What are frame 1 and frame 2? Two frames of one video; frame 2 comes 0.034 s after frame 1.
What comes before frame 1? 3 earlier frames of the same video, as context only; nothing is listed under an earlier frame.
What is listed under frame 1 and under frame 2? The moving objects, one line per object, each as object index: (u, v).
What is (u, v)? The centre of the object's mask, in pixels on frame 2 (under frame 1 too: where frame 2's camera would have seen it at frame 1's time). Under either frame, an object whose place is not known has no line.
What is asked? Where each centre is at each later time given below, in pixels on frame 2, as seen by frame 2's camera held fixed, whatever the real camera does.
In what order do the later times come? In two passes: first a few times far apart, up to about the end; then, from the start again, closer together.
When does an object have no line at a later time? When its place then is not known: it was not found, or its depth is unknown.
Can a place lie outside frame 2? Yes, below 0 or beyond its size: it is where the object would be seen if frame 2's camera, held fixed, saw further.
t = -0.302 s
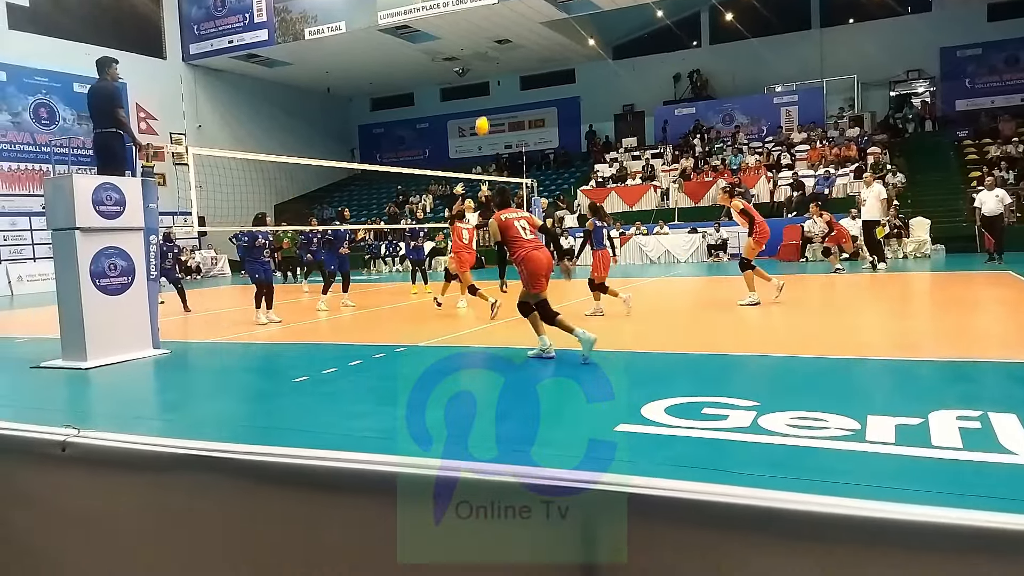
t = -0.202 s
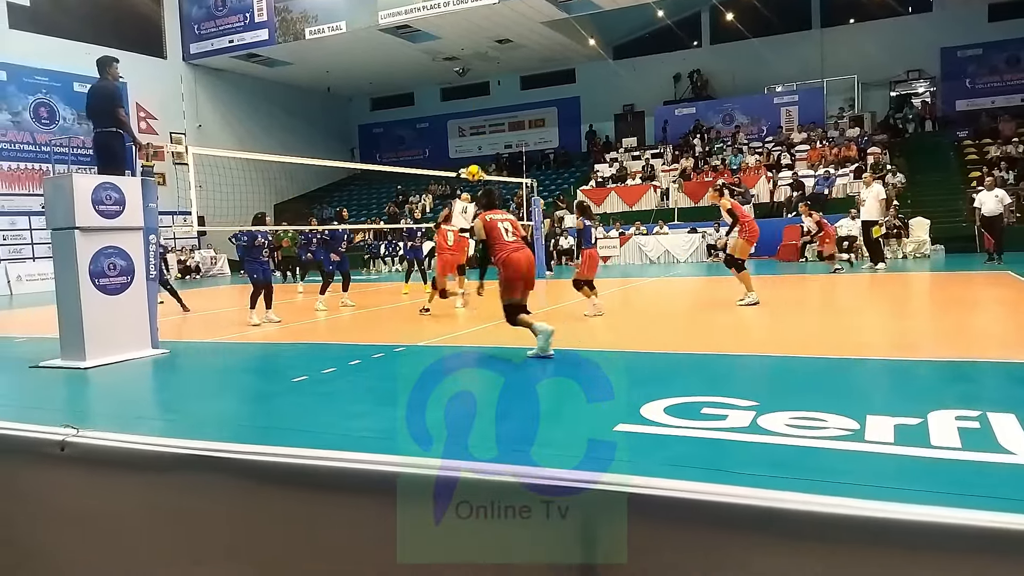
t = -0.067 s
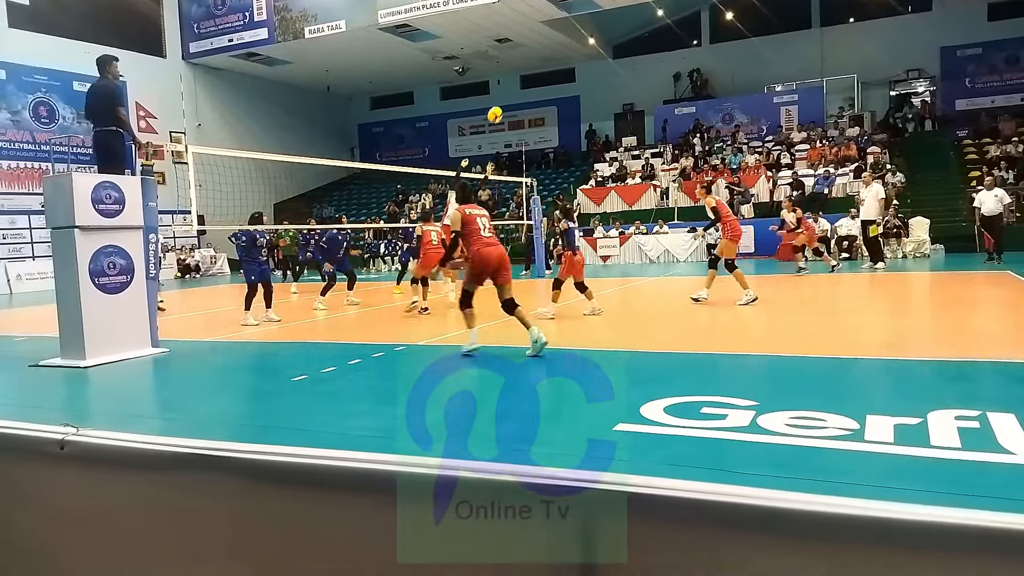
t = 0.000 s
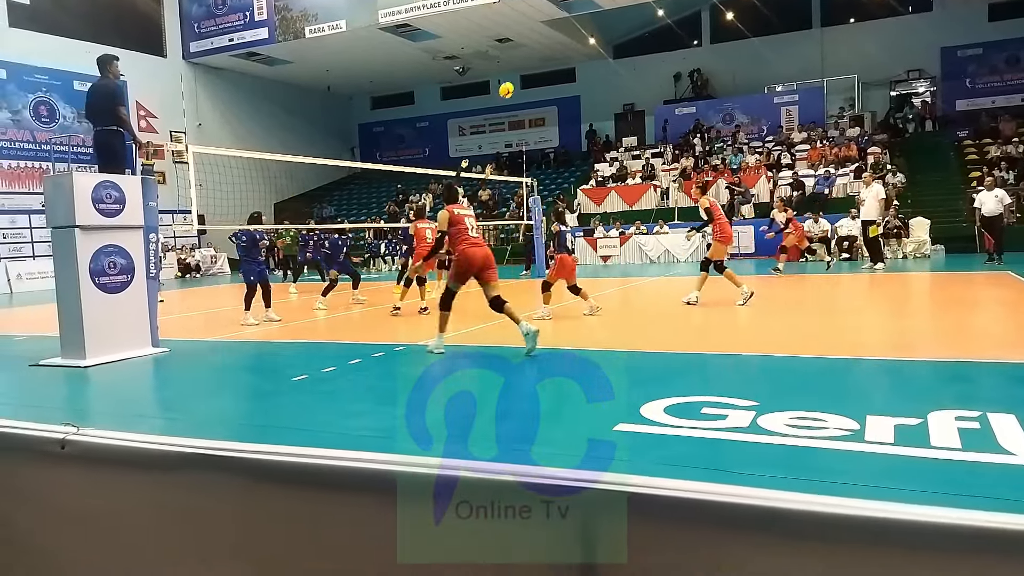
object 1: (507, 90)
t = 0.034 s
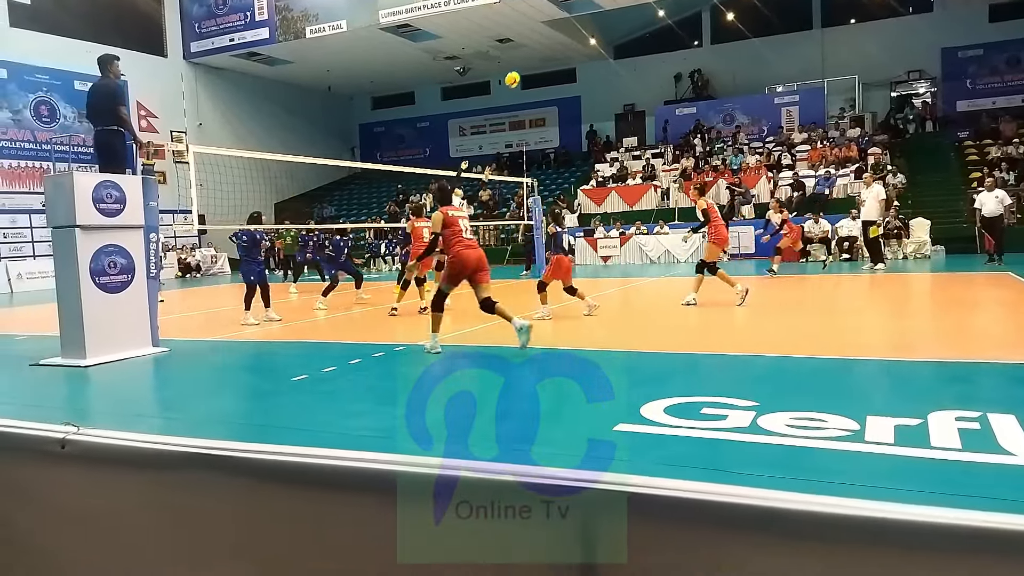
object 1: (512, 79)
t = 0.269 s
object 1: (549, 27)
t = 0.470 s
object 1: (580, 13)
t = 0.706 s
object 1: (612, 26)
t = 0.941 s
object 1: (642, 69)
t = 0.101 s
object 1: (523, 60)
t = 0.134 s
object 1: (529, 52)
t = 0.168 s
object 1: (534, 44)
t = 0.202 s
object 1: (539, 38)
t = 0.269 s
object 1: (549, 27)
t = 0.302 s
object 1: (554, 23)
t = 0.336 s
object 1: (559, 19)
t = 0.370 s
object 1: (564, 17)
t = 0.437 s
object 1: (574, 13)
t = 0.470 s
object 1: (580, 13)
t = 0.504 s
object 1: (584, 12)
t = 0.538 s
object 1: (589, 13)
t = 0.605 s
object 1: (598, 16)
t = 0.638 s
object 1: (603, 19)
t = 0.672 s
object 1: (607, 22)
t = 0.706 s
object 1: (612, 26)
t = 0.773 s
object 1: (621, 35)
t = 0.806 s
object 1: (625, 41)
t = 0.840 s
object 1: (630, 47)
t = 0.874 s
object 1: (634, 54)
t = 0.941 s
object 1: (642, 69)
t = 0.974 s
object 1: (646, 77)
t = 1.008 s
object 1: (650, 85)
